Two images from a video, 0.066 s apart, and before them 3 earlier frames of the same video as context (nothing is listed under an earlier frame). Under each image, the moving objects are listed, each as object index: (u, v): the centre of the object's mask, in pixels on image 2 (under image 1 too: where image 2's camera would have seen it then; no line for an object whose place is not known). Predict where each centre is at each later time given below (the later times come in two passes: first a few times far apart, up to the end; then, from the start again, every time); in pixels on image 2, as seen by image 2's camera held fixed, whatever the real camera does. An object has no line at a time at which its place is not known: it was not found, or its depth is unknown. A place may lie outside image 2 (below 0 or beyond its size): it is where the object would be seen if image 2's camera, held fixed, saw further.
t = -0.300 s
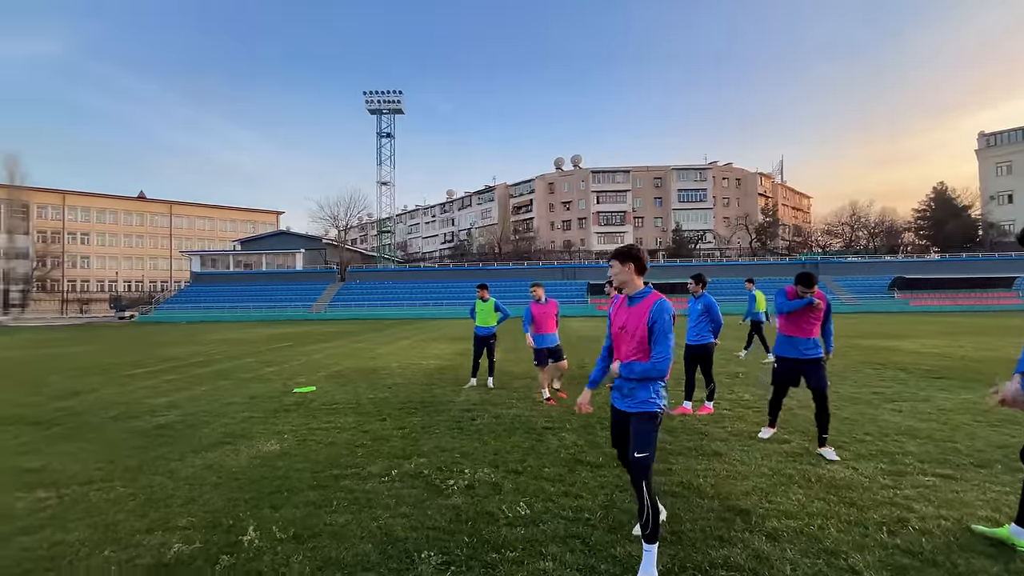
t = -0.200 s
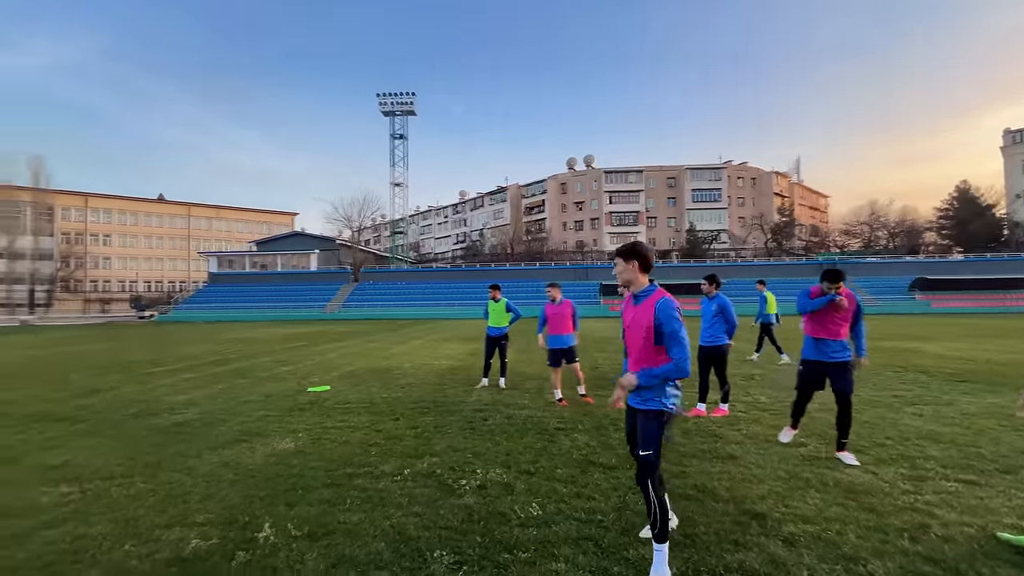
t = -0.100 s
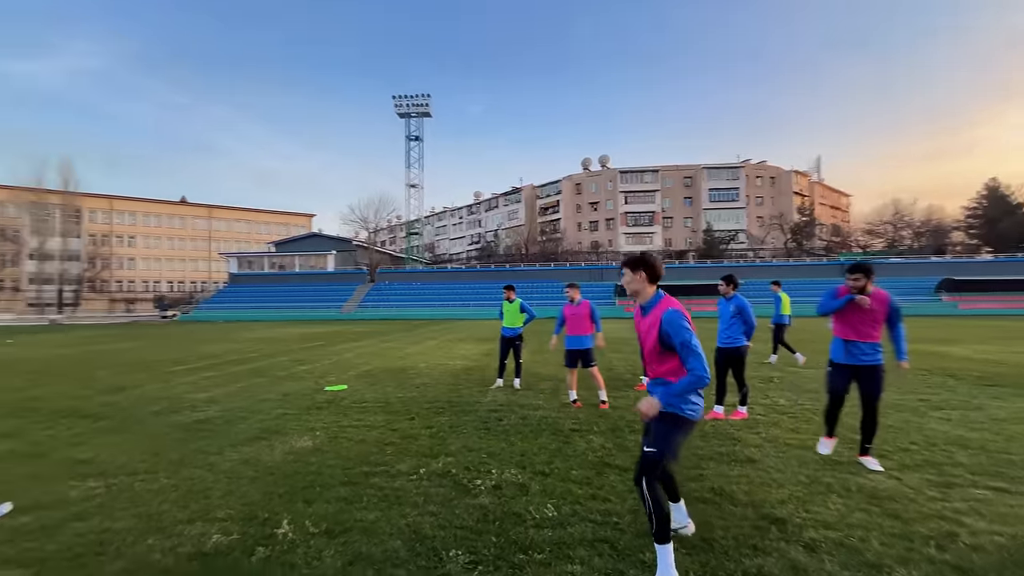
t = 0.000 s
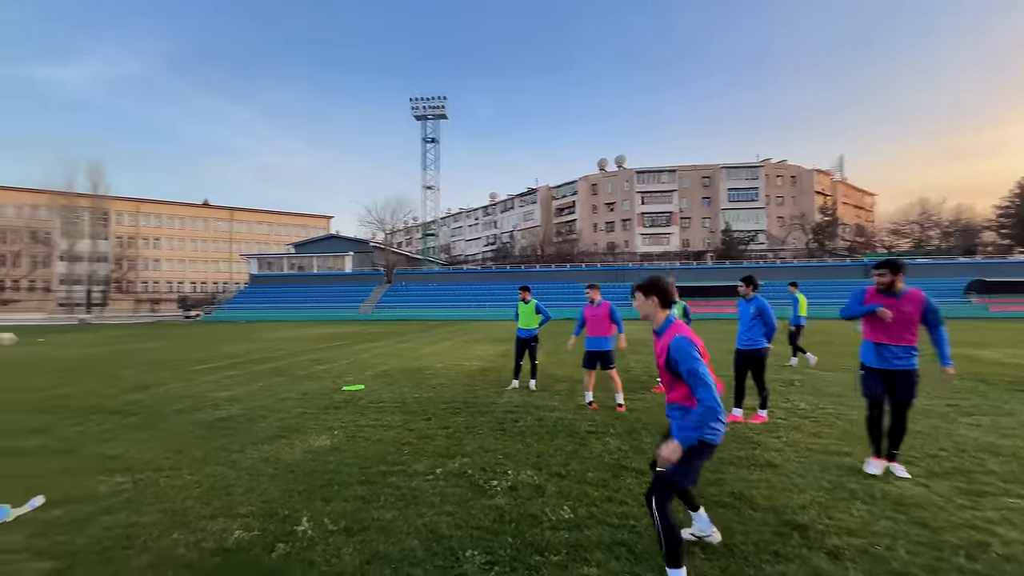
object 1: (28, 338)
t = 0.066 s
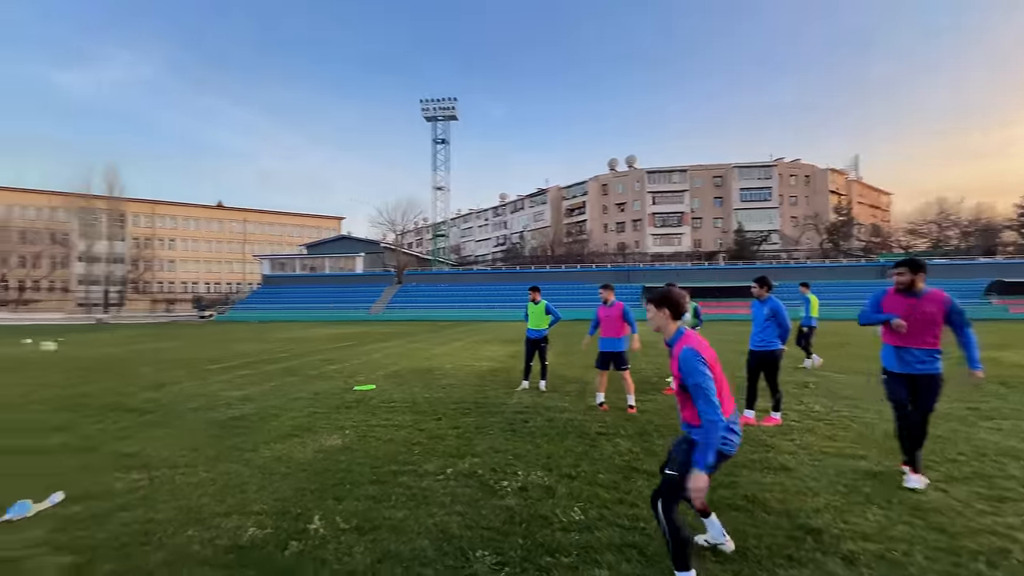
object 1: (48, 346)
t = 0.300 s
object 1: (127, 365)
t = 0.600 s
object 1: (238, 350)
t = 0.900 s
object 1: (384, 398)
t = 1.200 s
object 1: (507, 384)
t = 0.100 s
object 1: (58, 351)
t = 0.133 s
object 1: (70, 358)
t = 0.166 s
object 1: (82, 365)
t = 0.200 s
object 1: (94, 374)
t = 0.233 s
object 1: (106, 374)
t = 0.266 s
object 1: (116, 369)
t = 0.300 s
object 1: (127, 365)
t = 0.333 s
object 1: (138, 361)
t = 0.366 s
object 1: (149, 357)
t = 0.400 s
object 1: (161, 354)
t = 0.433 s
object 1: (172, 352)
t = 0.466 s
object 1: (185, 351)
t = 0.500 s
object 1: (197, 349)
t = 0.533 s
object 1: (210, 349)
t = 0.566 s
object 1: (224, 349)
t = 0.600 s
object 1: (238, 350)
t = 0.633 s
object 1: (252, 352)
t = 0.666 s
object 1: (266, 355)
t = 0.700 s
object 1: (281, 358)
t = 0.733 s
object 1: (297, 362)
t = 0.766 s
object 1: (313, 367)
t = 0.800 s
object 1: (331, 374)
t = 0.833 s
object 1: (347, 381)
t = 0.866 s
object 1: (367, 388)
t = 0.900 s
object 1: (384, 398)
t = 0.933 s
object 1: (399, 399)
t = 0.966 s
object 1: (411, 394)
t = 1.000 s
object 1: (423, 390)
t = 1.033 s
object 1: (437, 387)
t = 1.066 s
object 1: (451, 385)
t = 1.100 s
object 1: (464, 383)
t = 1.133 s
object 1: (478, 383)
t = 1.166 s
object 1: (491, 383)
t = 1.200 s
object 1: (507, 384)
